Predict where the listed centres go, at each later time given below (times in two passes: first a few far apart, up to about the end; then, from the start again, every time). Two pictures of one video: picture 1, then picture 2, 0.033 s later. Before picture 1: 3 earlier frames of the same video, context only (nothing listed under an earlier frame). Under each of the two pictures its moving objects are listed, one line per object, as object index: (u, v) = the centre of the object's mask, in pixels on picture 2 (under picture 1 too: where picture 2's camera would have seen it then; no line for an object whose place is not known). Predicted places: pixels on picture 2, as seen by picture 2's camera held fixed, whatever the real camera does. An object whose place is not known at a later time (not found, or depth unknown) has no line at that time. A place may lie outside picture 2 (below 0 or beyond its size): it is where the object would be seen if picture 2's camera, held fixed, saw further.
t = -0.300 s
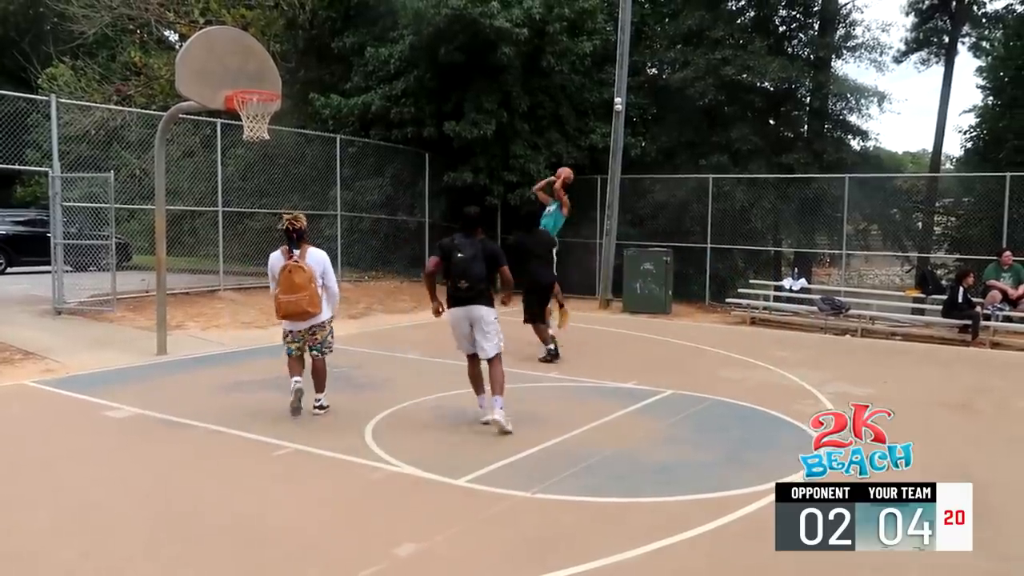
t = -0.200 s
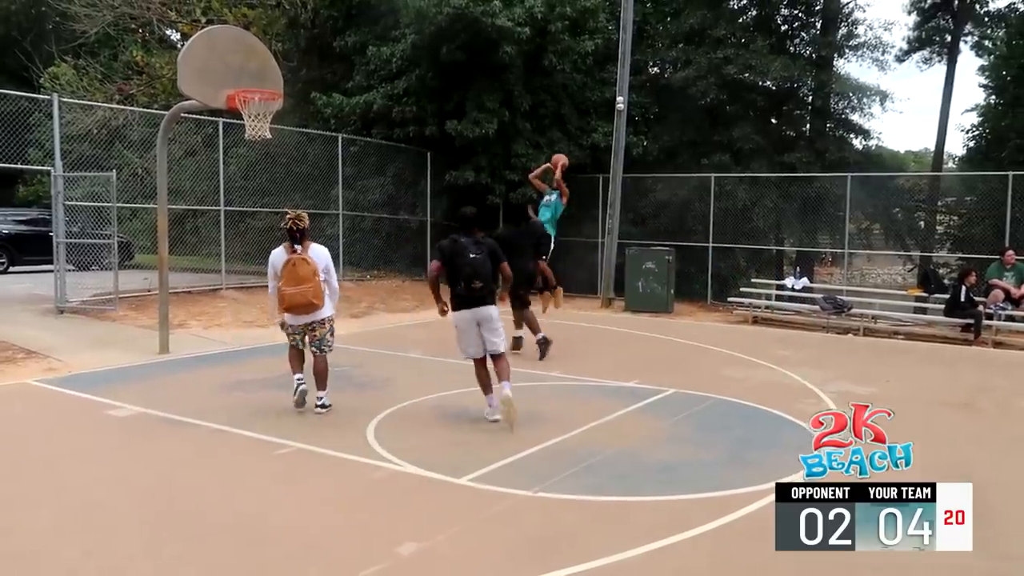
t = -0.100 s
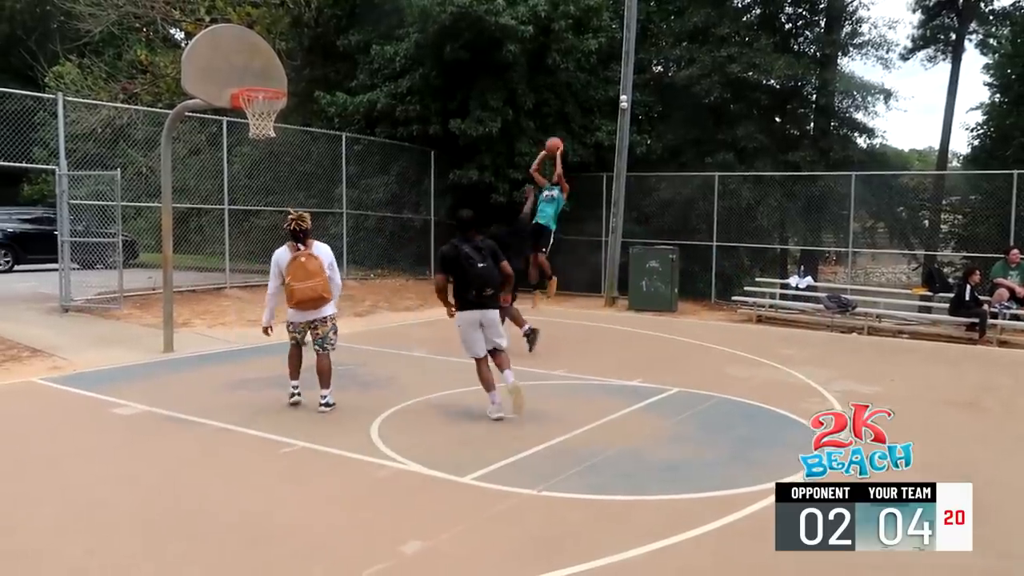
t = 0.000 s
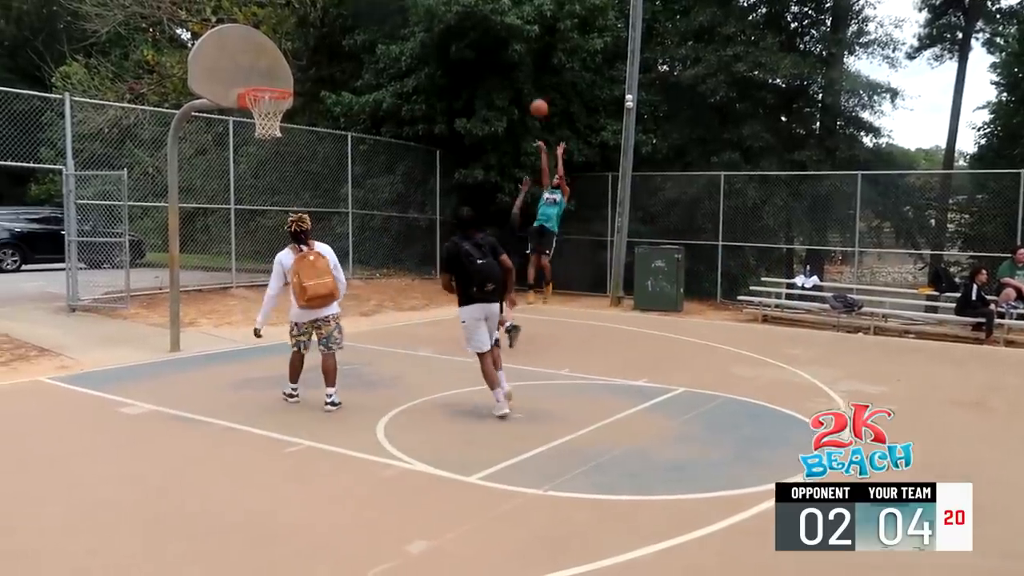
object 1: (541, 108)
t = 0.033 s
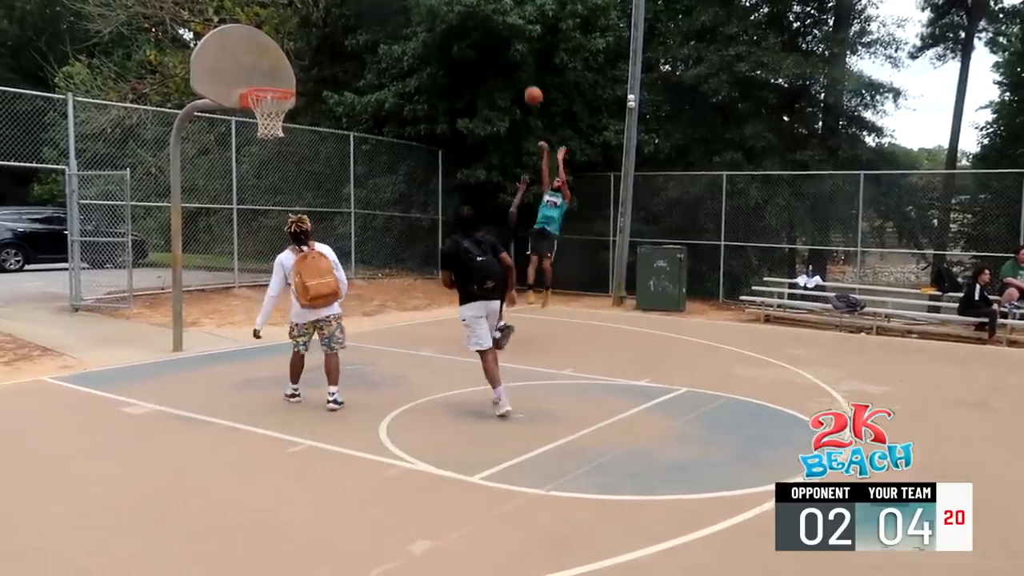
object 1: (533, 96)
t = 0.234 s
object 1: (484, 37)
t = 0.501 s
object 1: (412, 2)
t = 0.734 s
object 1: (342, 15)
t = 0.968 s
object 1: (267, 80)
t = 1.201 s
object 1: (293, 106)
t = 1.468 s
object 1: (277, 139)
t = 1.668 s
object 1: (258, 180)
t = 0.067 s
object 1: (526, 84)
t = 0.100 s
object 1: (517, 73)
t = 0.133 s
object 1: (509, 63)
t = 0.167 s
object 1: (501, 54)
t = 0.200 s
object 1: (493, 45)
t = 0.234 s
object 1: (484, 37)
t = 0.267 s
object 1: (475, 29)
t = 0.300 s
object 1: (467, 23)
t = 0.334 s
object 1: (458, 17)
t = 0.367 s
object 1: (449, 12)
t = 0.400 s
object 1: (439, 7)
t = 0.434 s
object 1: (431, 6)
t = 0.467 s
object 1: (422, 3)
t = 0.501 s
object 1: (412, 2)
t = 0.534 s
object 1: (402, 2)
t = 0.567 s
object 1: (392, 1)
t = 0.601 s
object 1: (383, 1)
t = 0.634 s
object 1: (372, 3)
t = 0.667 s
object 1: (363, 6)
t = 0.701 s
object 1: (352, 10)
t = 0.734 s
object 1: (342, 15)
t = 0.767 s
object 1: (332, 21)
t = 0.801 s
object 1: (321, 29)
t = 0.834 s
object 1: (310, 37)
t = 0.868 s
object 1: (300, 46)
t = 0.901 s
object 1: (290, 57)
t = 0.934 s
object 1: (279, 70)
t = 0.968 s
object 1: (267, 80)
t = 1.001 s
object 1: (262, 99)
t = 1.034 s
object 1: (271, 100)
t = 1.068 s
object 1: (282, 113)
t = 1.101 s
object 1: (288, 112)
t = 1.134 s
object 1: (291, 111)
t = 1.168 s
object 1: (294, 109)
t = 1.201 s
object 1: (293, 106)
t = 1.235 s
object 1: (295, 108)
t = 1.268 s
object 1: (293, 110)
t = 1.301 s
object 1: (292, 112)
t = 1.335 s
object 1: (289, 117)
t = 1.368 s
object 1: (287, 122)
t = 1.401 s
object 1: (283, 124)
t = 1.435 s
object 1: (282, 127)
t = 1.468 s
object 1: (277, 139)
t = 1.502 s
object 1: (274, 139)
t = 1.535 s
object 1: (271, 143)
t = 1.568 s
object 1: (267, 152)
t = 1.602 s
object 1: (264, 160)
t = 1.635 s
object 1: (262, 169)
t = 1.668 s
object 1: (258, 180)
